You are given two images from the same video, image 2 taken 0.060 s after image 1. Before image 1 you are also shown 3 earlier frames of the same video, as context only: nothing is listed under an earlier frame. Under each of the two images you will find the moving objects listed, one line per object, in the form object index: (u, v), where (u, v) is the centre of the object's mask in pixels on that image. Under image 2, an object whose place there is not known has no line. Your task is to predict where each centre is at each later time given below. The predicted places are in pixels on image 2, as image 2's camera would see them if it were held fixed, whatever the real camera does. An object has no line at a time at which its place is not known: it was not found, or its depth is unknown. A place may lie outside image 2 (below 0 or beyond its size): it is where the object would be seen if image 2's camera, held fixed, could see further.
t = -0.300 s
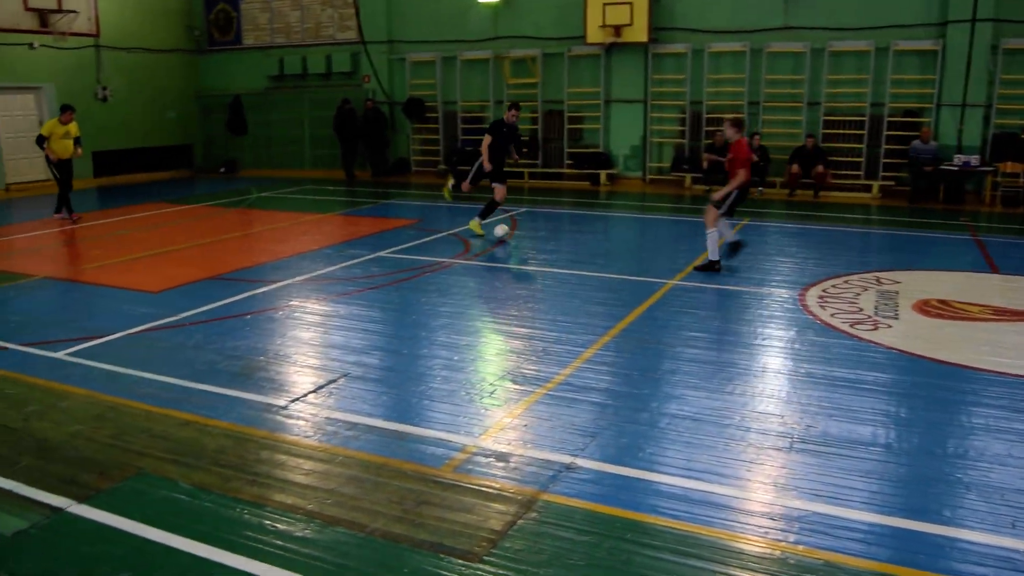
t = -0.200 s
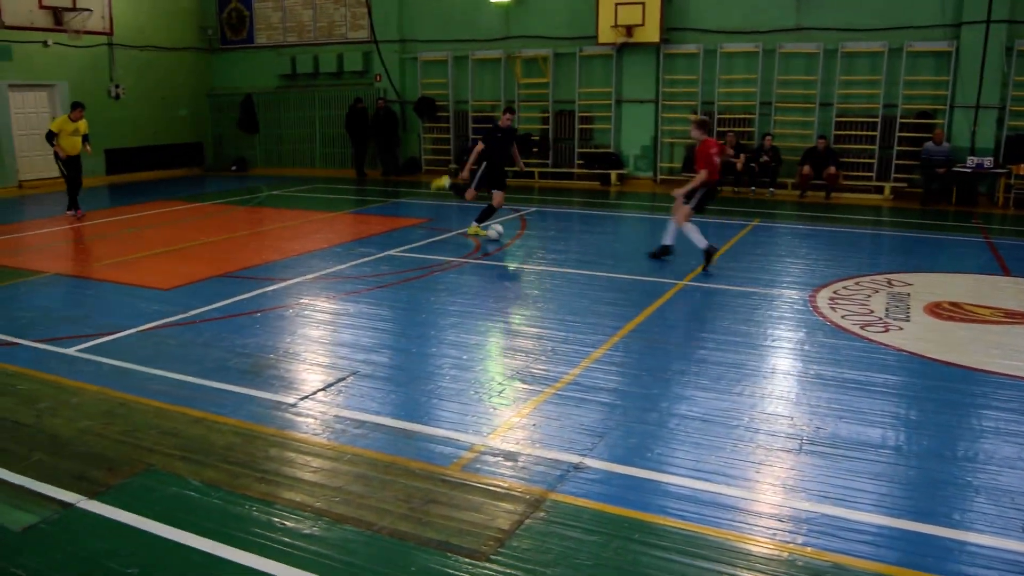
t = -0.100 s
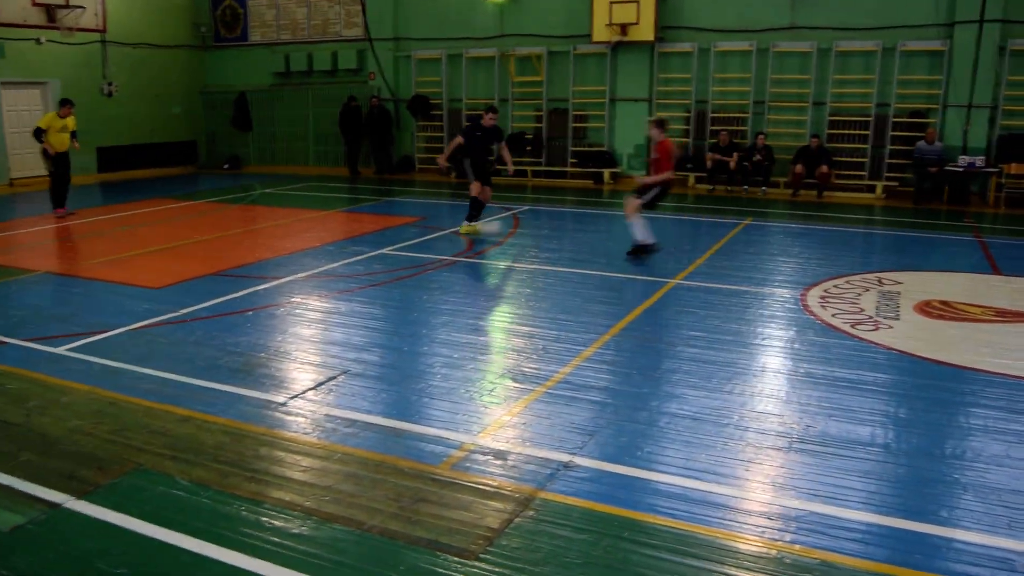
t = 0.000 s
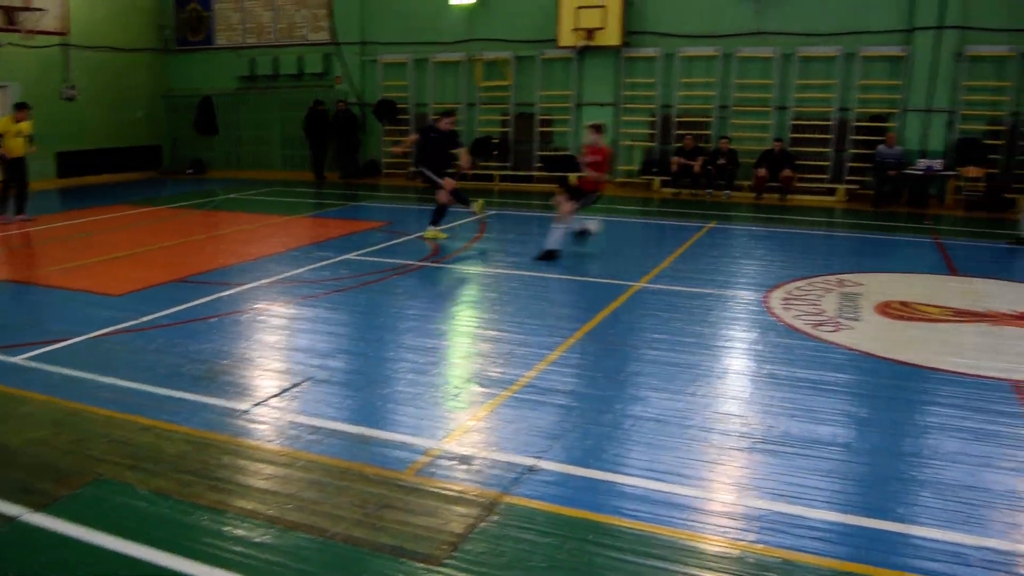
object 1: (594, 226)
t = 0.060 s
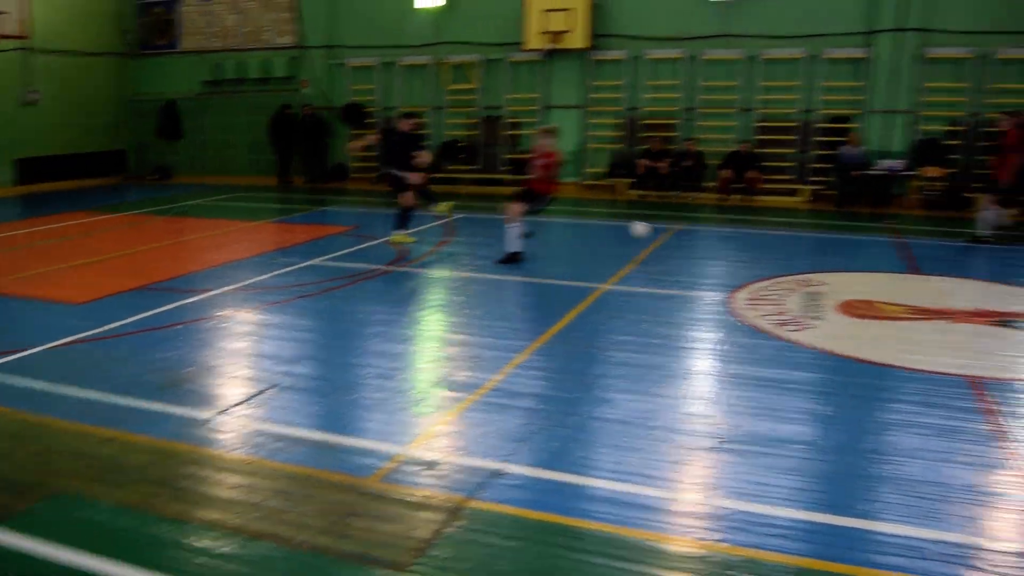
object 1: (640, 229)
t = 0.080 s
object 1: (665, 230)
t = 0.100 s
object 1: (691, 230)
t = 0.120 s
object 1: (721, 232)
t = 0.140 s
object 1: (747, 233)
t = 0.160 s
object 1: (773, 234)
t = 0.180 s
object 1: (798, 236)
